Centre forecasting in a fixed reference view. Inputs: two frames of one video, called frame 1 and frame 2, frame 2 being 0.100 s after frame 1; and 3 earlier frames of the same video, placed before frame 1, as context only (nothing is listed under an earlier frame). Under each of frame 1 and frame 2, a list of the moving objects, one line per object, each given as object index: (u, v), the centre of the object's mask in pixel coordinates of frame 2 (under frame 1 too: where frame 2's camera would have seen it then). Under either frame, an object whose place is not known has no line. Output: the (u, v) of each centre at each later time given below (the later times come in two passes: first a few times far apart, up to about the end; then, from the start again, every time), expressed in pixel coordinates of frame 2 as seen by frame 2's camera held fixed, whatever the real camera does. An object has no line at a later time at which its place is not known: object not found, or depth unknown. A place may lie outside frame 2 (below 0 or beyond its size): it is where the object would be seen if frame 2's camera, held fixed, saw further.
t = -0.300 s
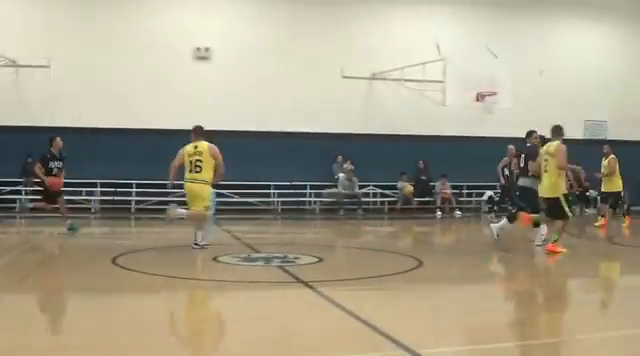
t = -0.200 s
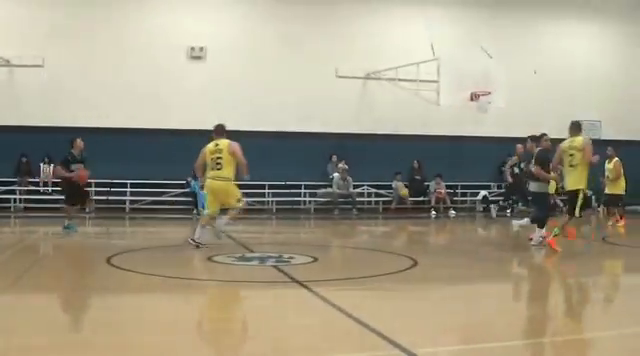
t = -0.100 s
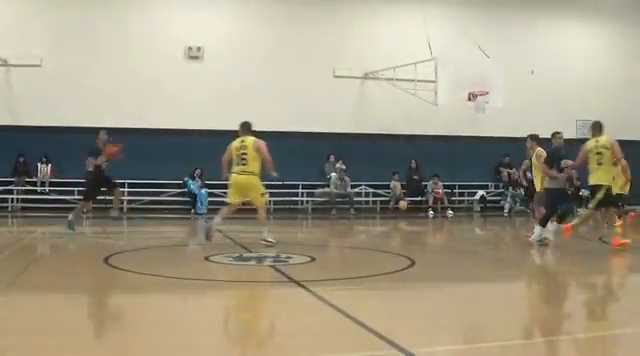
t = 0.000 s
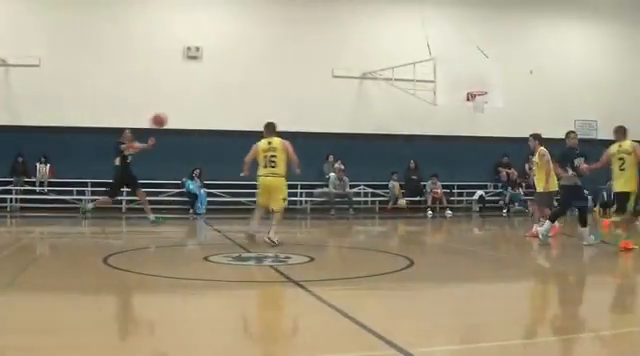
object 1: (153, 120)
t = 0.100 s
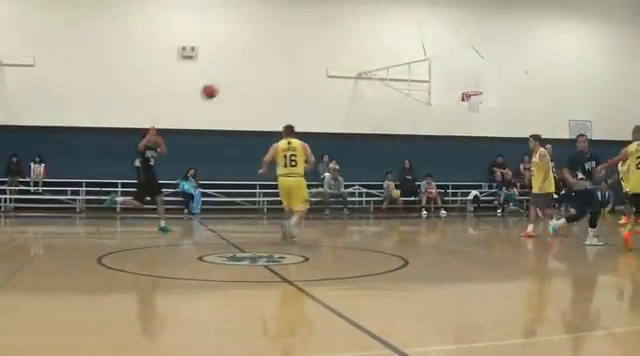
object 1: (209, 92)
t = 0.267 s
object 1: (315, 51)
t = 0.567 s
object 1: (547, 15)
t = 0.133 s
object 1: (229, 83)
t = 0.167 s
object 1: (249, 74)
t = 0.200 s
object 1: (271, 66)
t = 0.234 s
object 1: (293, 58)
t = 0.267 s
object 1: (315, 51)
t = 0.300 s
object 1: (339, 44)
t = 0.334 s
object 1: (363, 38)
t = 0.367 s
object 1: (387, 33)
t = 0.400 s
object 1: (412, 28)
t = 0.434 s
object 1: (437, 24)
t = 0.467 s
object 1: (463, 21)
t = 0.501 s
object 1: (490, 18)
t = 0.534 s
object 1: (519, 16)
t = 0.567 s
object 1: (547, 15)
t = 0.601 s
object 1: (577, 15)
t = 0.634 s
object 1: (608, 15)
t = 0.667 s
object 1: (639, 17)
